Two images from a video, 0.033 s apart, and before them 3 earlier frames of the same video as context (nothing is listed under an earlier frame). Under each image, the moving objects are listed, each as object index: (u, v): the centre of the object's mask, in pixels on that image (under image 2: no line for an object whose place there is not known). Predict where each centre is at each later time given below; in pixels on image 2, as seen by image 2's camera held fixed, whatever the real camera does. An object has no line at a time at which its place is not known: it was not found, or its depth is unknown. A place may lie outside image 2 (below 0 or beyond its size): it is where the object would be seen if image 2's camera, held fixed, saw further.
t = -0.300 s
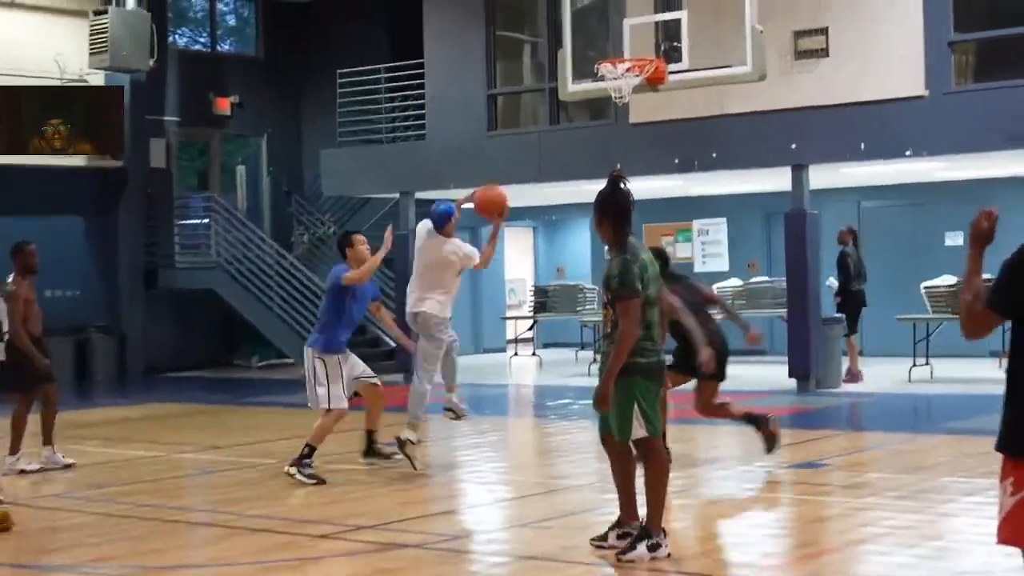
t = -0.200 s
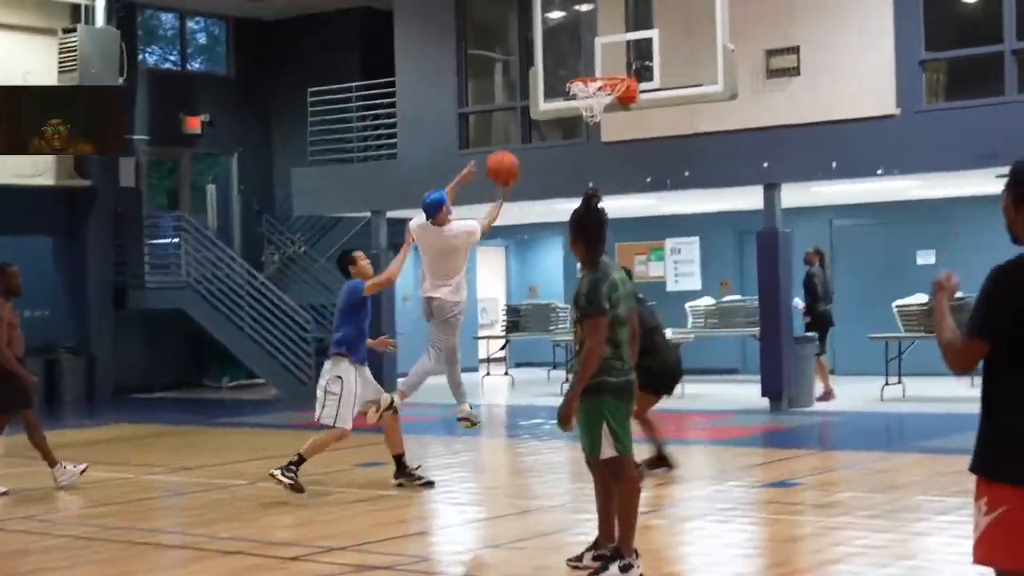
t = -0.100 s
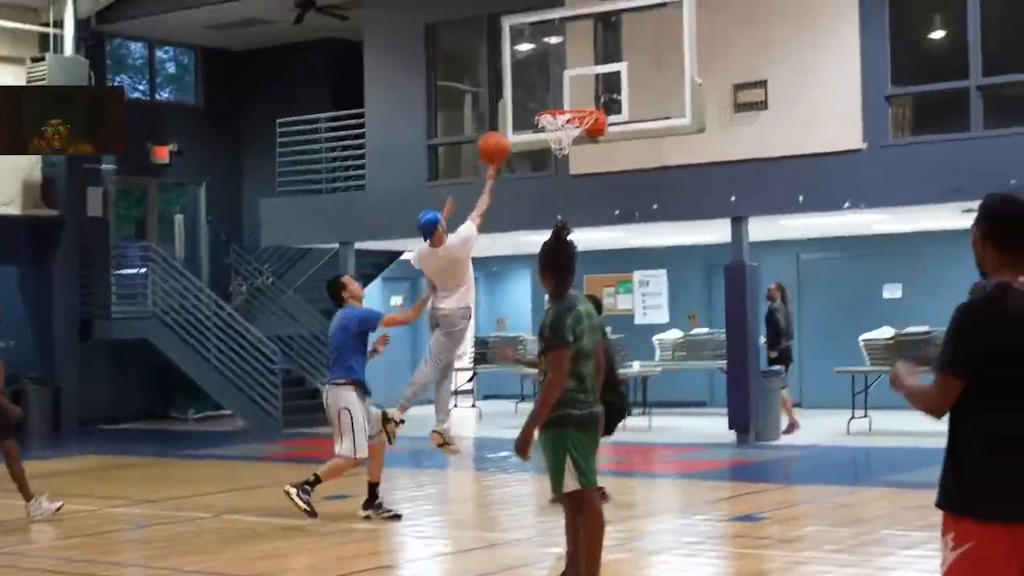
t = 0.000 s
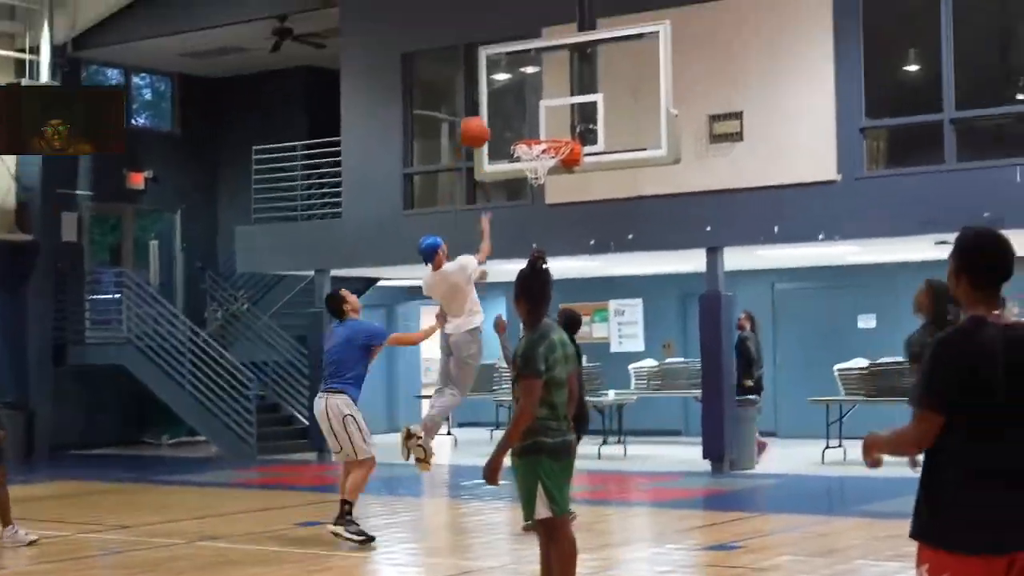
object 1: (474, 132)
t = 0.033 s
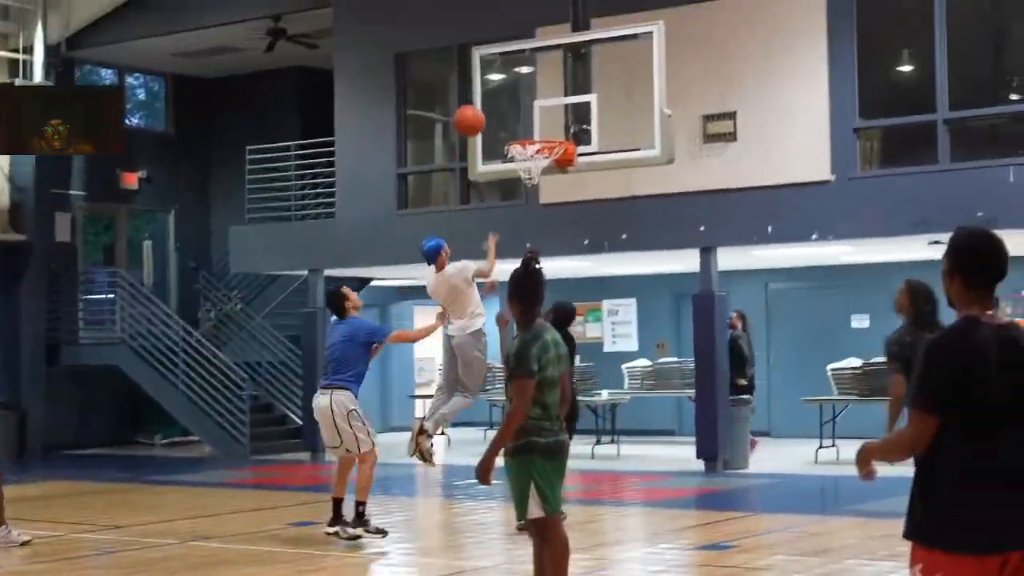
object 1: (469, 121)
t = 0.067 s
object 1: (470, 111)
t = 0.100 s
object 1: (471, 102)
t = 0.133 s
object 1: (471, 96)
